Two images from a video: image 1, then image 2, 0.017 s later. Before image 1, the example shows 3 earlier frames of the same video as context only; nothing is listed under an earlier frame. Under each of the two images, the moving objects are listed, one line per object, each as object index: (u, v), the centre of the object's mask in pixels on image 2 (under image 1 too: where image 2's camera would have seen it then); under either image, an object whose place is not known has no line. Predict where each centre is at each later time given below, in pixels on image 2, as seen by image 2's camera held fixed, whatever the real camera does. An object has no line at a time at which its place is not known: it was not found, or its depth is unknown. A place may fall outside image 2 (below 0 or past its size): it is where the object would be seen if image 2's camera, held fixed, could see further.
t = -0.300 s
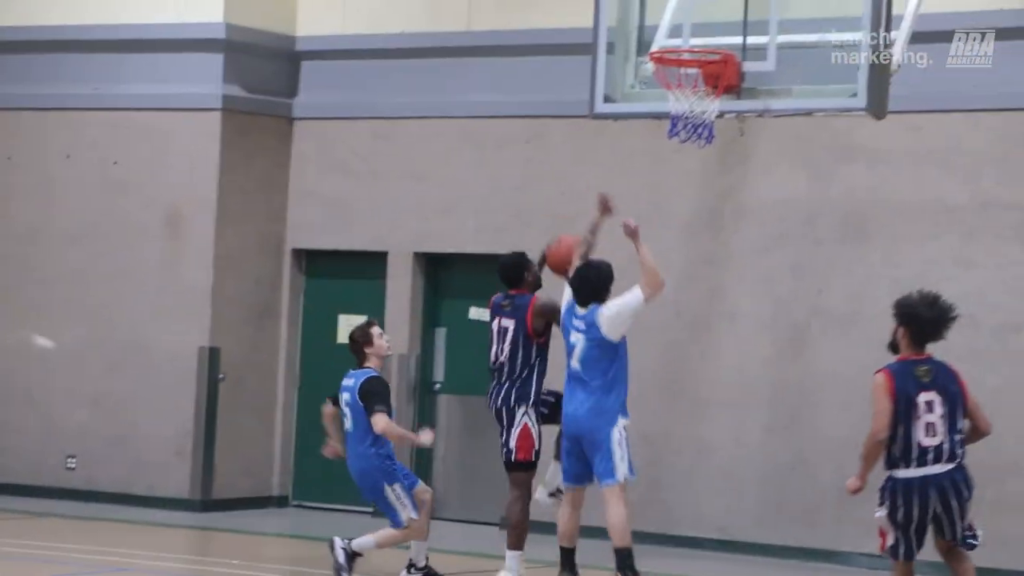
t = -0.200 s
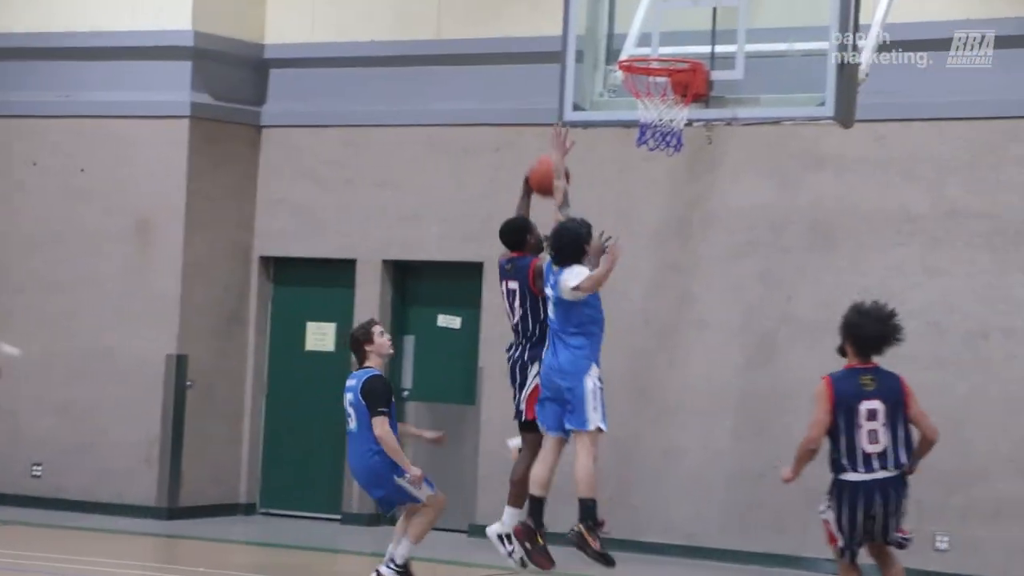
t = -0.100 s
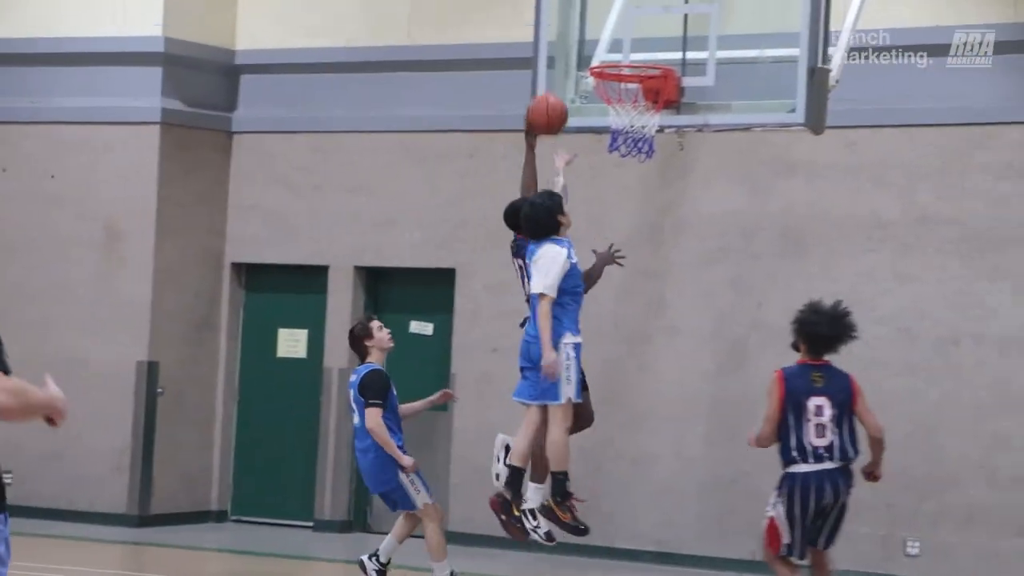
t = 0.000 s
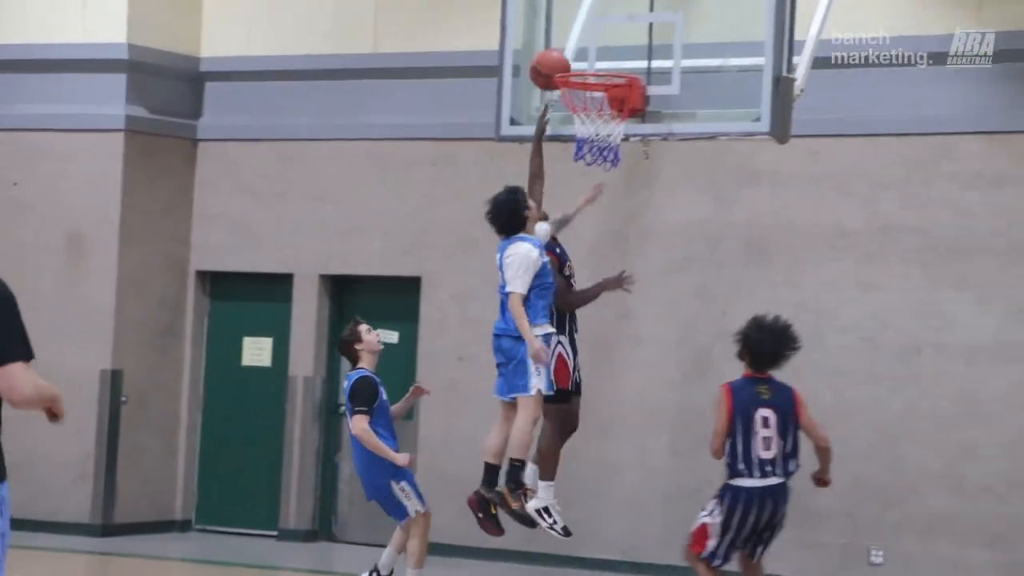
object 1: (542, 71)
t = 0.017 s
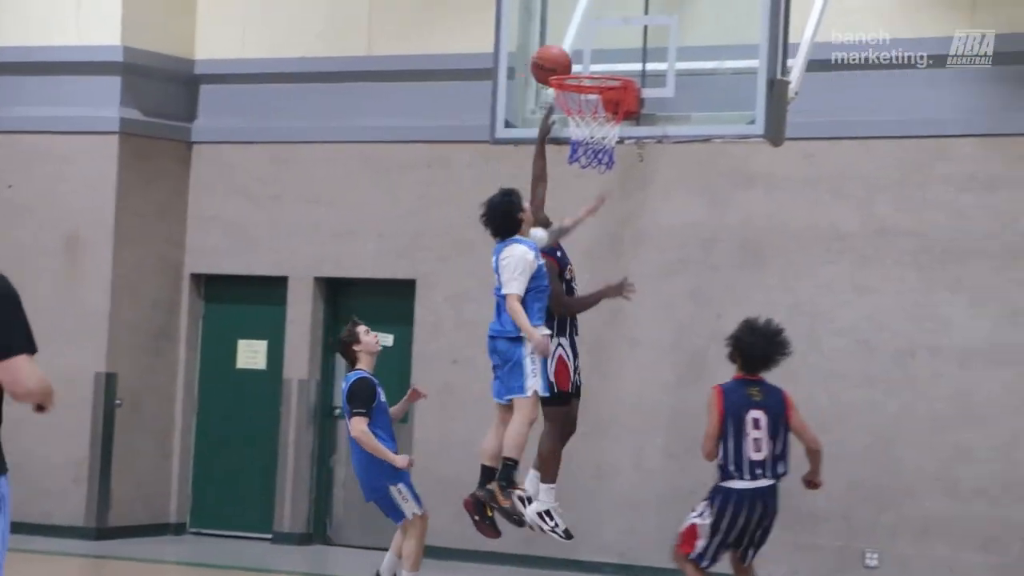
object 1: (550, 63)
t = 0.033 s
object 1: (557, 58)
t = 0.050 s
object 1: (564, 52)
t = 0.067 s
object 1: (566, 47)
